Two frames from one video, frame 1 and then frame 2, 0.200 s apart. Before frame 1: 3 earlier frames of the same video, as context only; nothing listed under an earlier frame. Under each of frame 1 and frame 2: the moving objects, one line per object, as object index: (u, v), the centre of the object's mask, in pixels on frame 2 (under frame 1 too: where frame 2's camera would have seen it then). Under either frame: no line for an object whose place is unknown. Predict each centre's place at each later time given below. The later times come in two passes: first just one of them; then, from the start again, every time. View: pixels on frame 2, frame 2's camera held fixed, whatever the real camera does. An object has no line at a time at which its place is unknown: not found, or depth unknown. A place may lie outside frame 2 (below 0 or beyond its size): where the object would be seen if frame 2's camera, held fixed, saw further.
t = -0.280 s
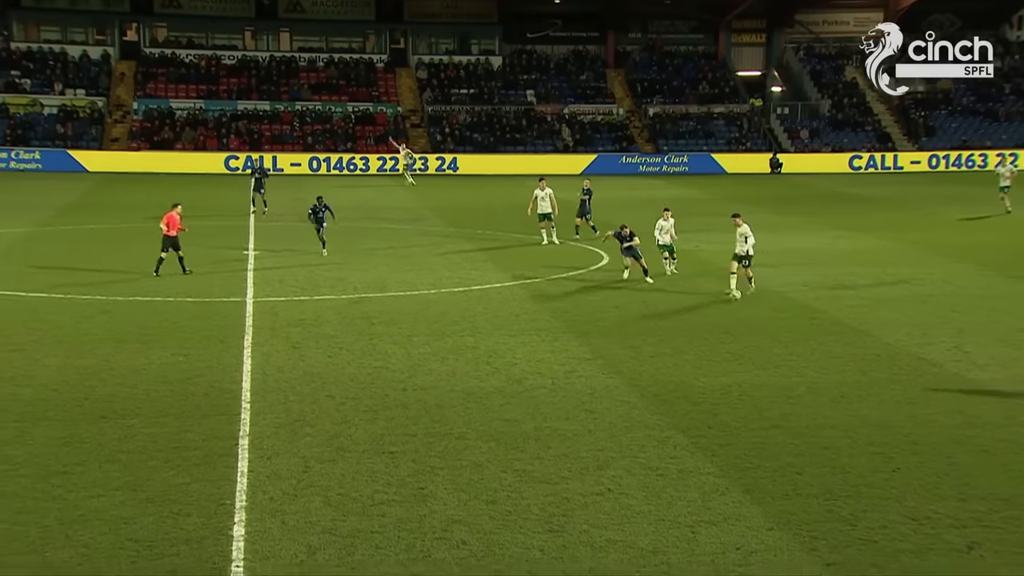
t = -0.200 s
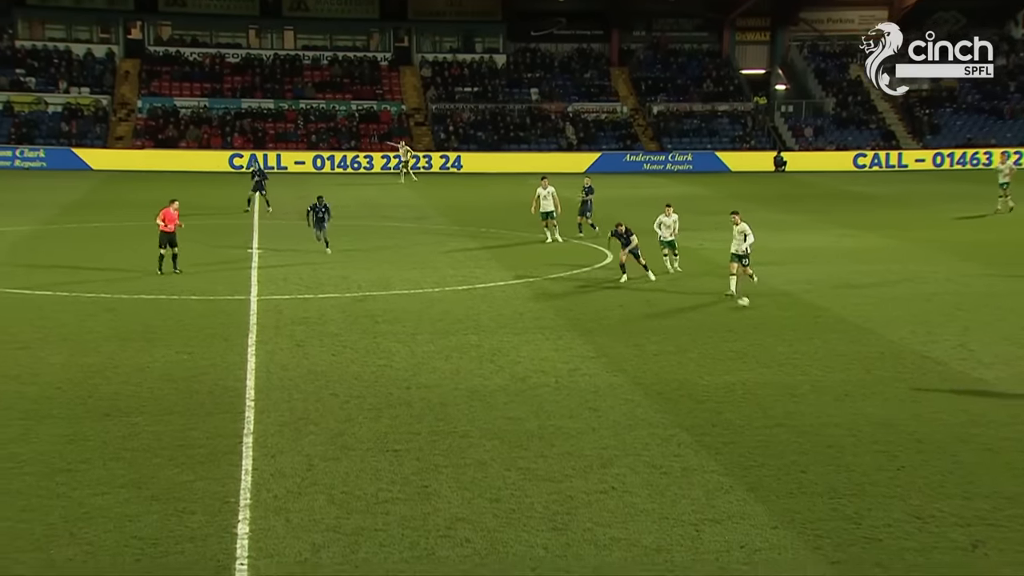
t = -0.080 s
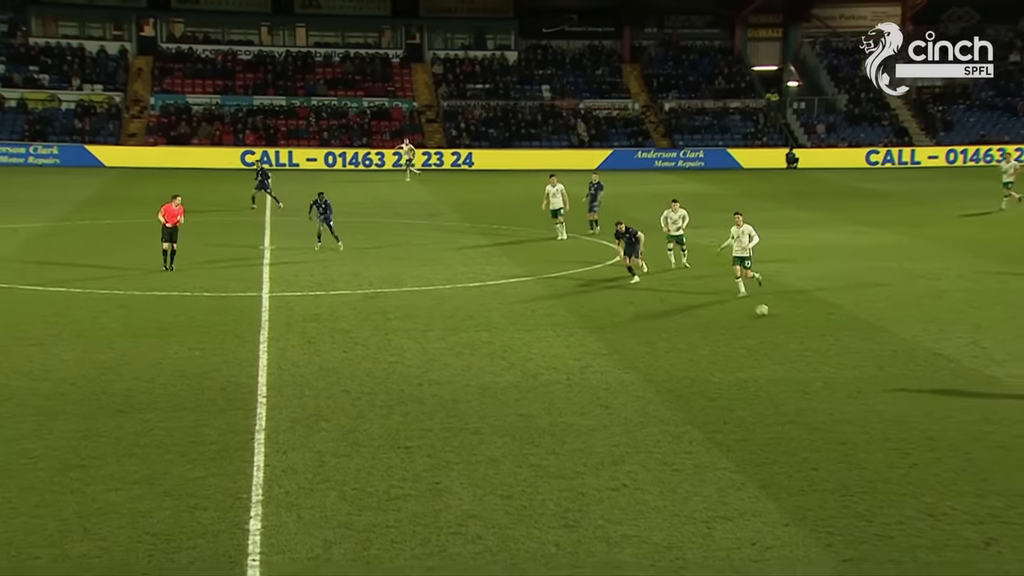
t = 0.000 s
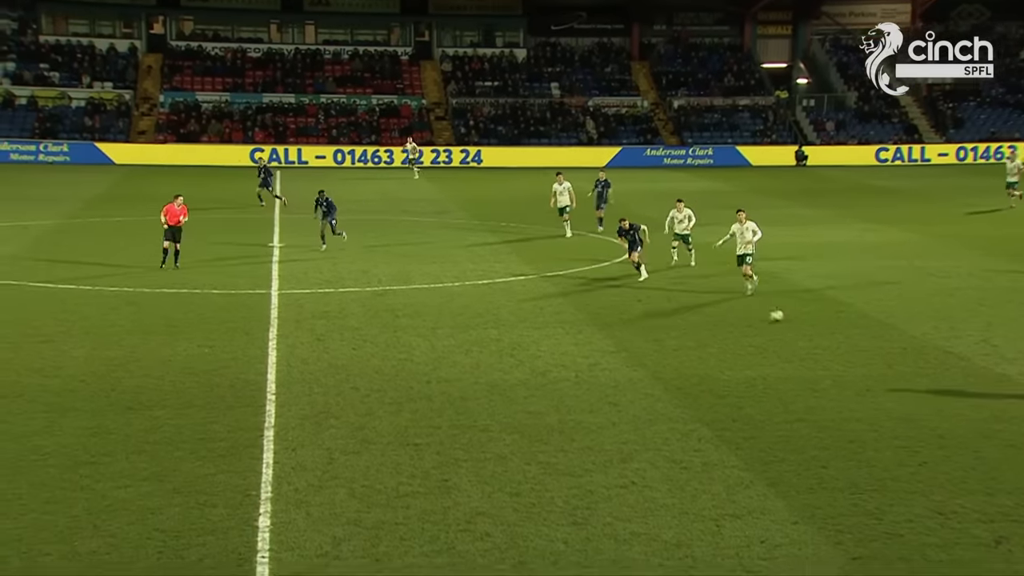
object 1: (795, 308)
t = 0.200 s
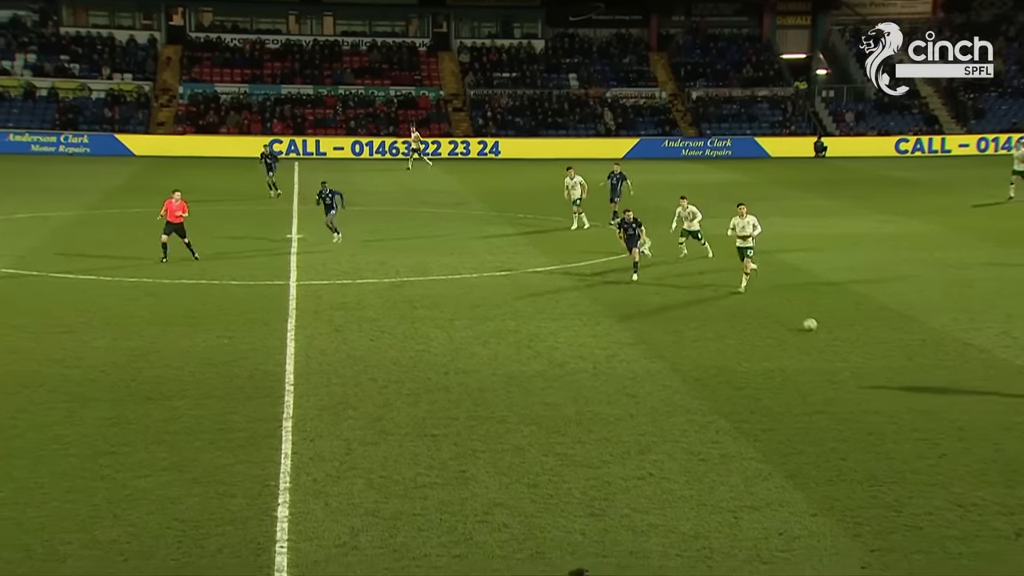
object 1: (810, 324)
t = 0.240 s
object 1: (813, 326)
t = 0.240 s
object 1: (813, 326)
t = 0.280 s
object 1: (816, 326)
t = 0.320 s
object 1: (819, 328)
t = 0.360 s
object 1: (821, 330)
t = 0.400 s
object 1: (825, 334)
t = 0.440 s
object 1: (827, 338)
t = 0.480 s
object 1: (830, 344)
